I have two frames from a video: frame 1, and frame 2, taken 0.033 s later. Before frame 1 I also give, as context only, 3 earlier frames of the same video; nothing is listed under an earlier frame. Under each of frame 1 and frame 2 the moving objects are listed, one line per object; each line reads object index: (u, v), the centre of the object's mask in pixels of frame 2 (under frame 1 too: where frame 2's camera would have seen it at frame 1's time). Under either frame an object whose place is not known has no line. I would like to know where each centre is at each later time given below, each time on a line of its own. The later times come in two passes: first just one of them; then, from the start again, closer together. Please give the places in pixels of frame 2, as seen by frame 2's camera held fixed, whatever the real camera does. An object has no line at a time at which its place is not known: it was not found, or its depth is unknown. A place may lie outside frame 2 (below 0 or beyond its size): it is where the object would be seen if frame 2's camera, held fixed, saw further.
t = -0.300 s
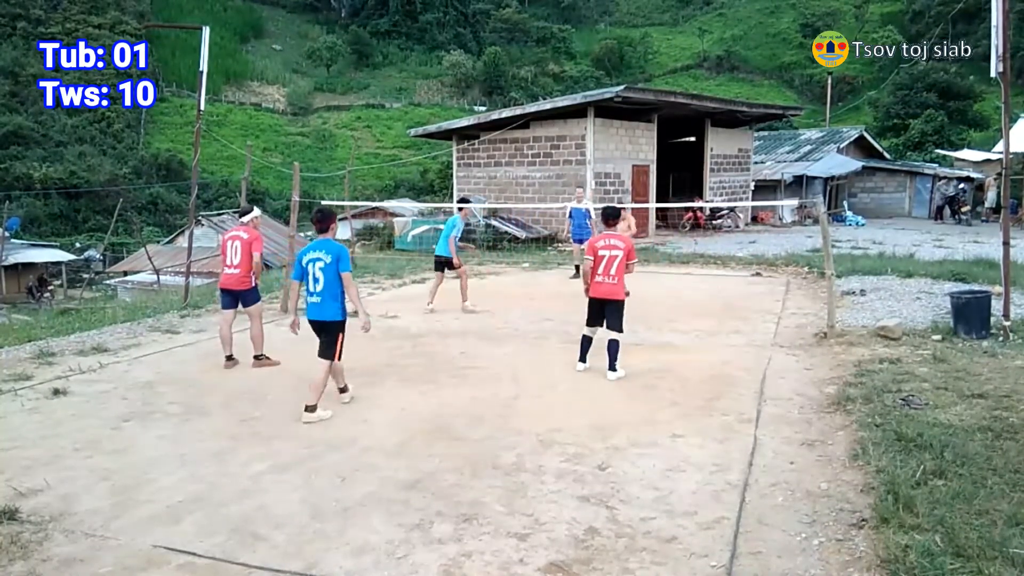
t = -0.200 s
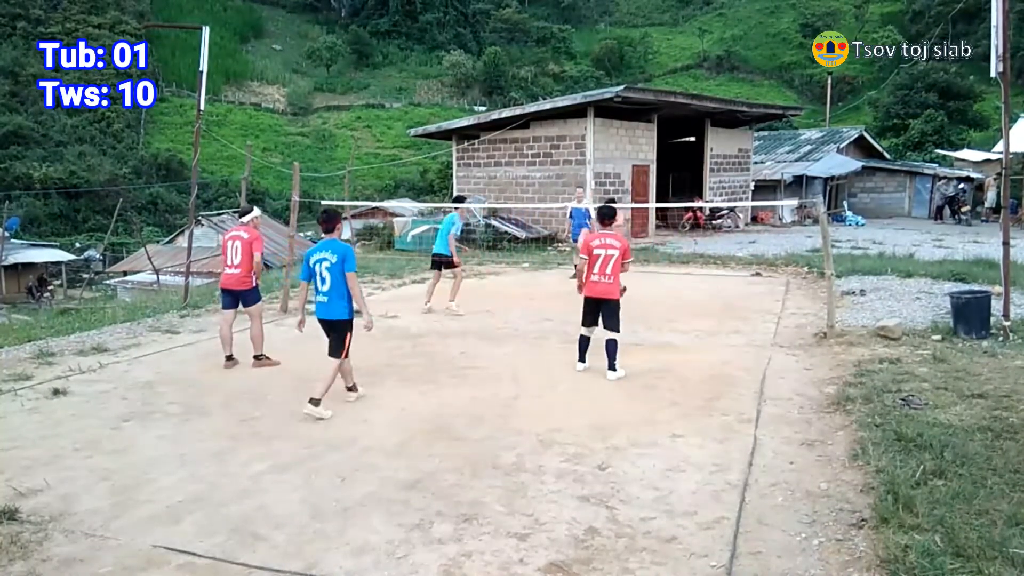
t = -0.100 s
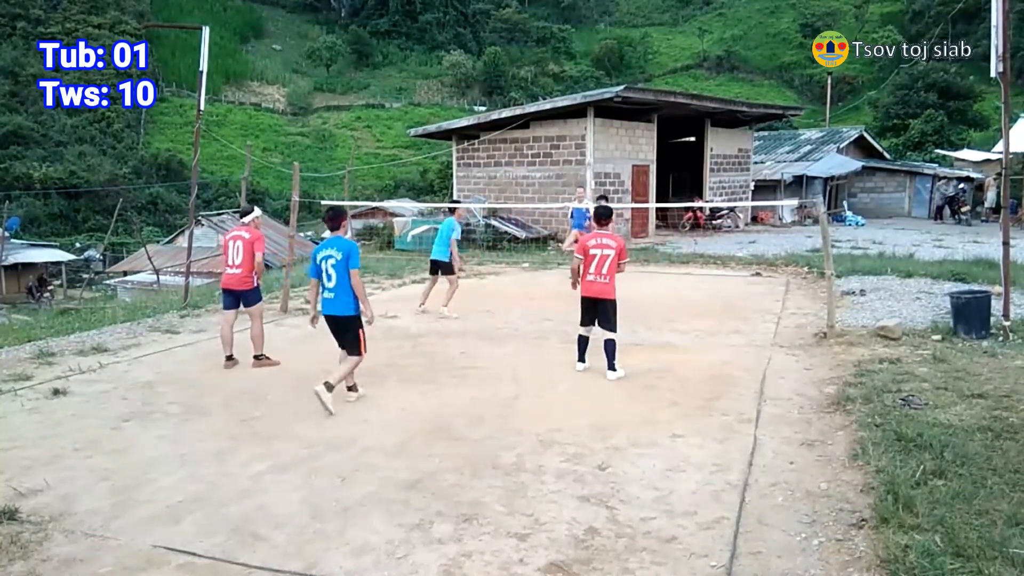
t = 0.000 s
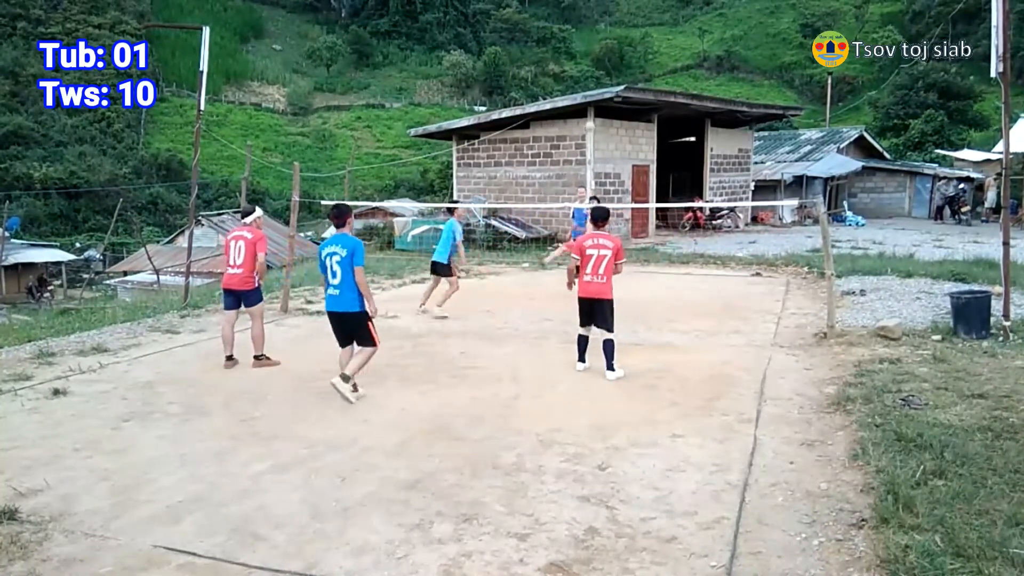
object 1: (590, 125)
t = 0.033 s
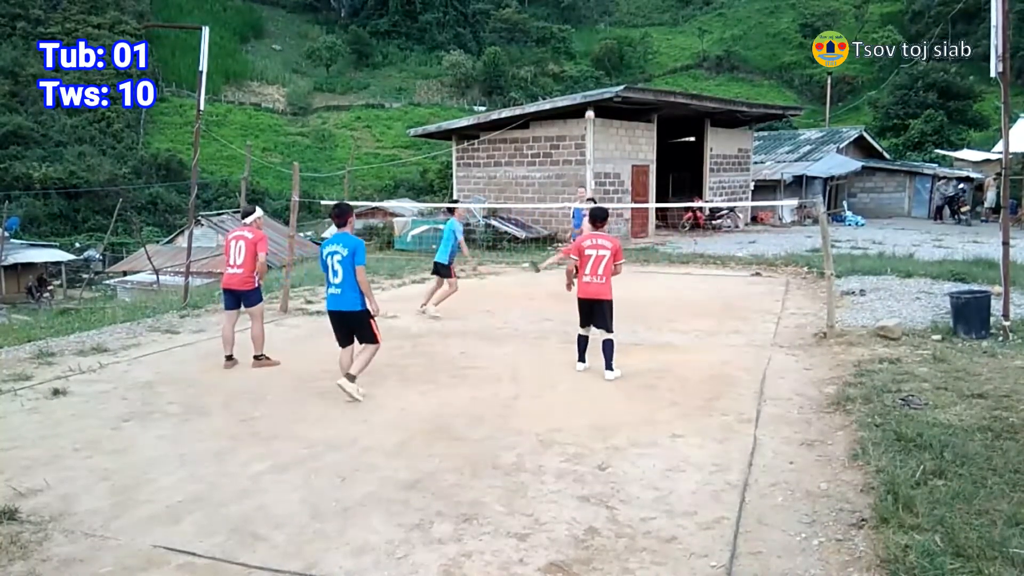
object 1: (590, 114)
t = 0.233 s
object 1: (590, 66)
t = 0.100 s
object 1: (590, 96)
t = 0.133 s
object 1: (590, 87)
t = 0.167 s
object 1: (590, 79)
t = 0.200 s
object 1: (590, 72)
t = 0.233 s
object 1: (590, 66)
